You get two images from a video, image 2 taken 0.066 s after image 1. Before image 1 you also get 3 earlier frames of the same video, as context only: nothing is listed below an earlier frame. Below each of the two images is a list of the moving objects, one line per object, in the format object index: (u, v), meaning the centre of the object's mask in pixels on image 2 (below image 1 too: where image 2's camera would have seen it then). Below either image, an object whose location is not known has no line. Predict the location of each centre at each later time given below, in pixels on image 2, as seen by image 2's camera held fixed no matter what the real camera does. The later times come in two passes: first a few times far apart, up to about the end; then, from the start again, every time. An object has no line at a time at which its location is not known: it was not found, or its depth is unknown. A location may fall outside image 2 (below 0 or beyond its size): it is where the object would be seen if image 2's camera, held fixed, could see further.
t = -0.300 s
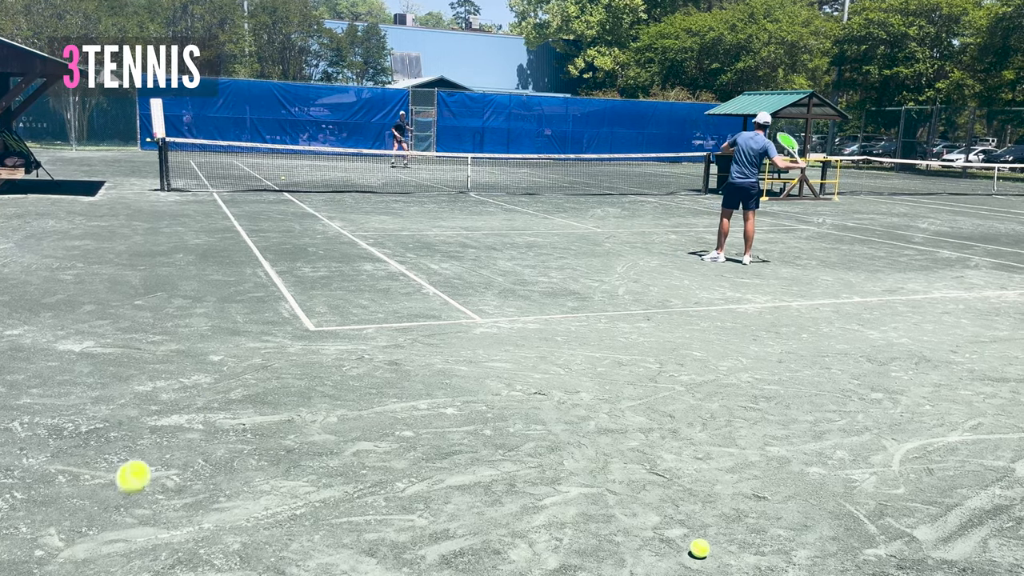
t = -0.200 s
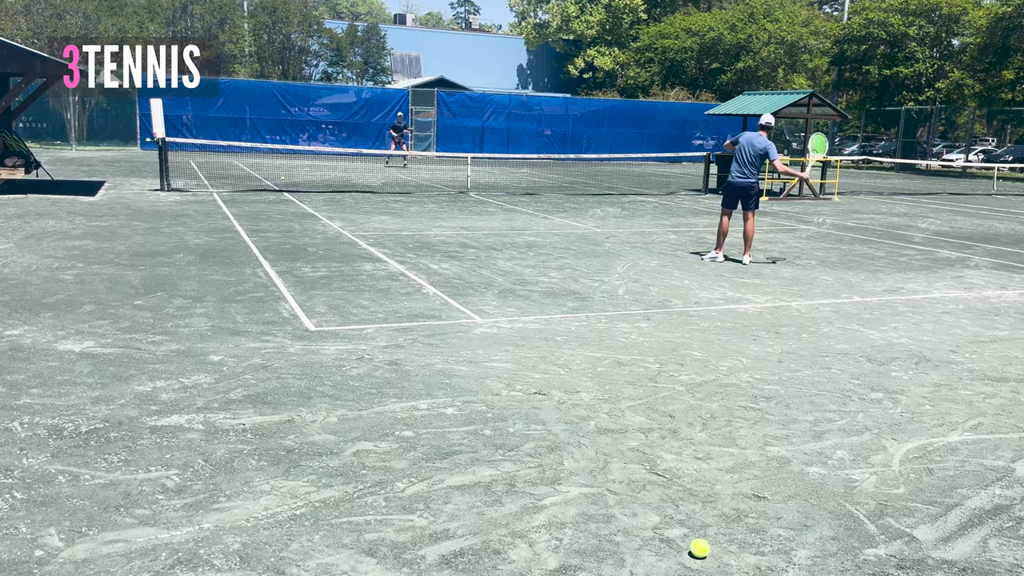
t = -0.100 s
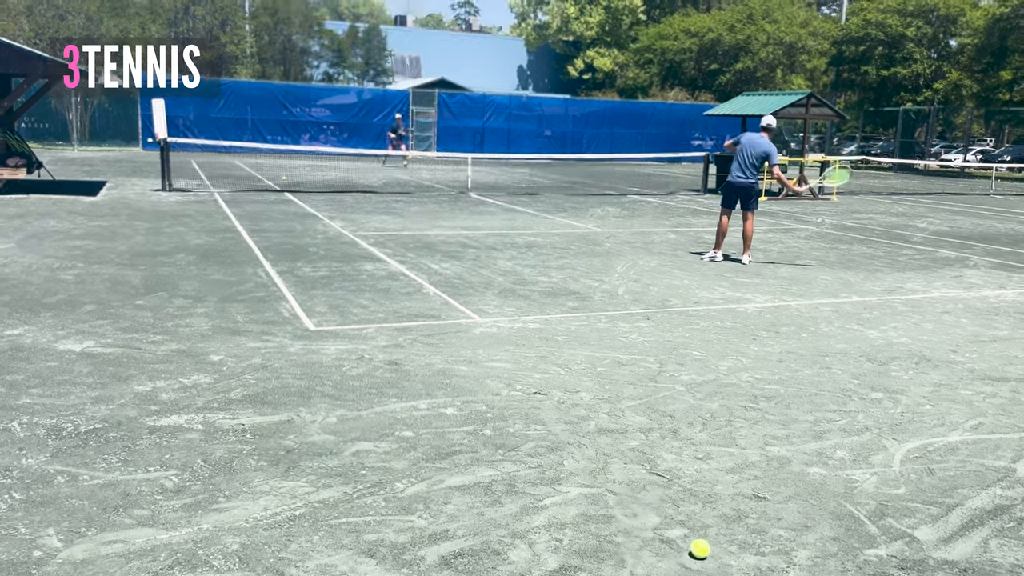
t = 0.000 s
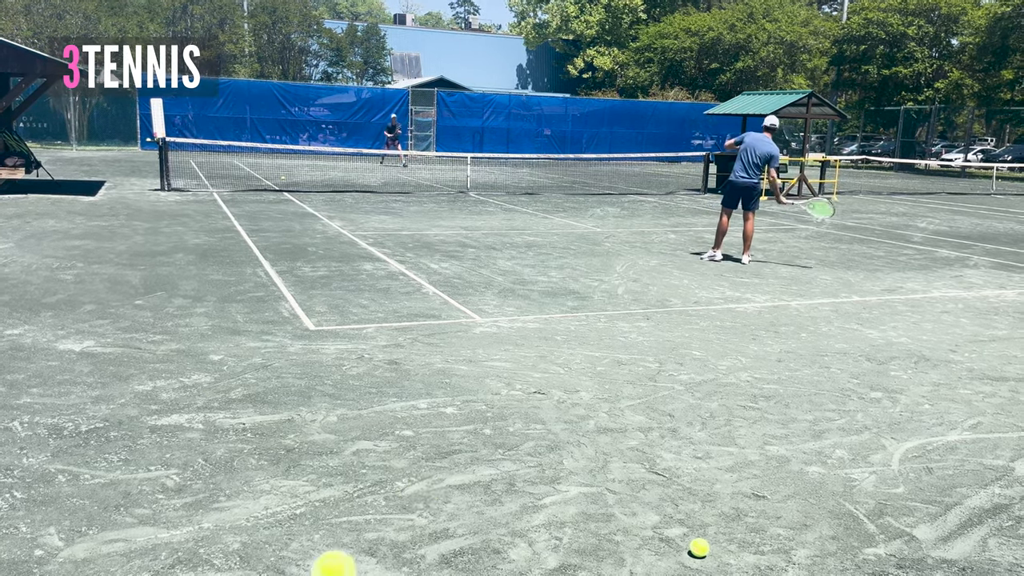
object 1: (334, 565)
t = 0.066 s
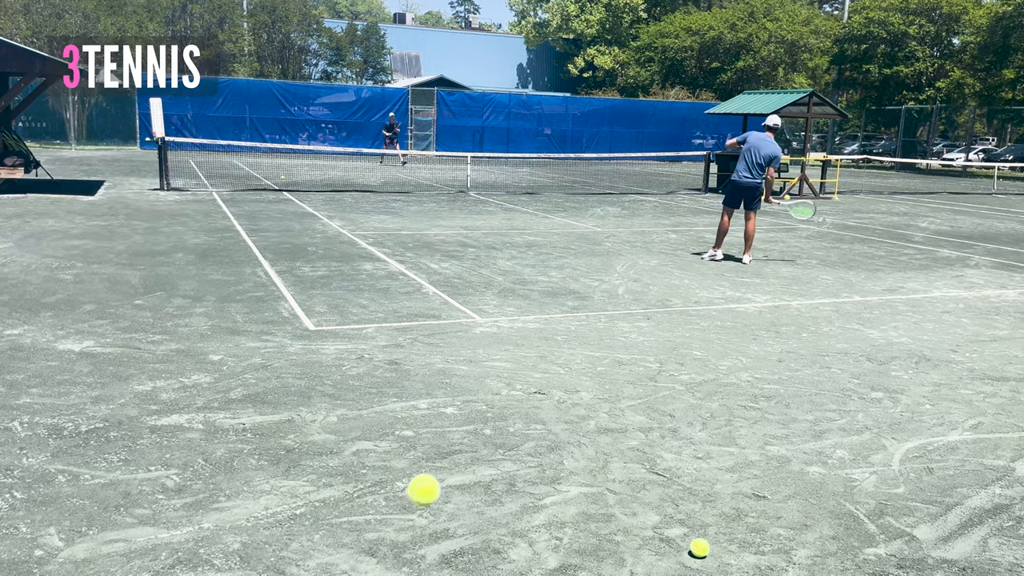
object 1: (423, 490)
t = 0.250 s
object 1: (530, 446)
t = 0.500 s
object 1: (566, 377)
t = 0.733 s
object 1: (571, 325)
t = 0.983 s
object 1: (573, 369)
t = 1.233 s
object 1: (580, 310)
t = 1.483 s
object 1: (581, 328)
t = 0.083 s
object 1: (439, 478)
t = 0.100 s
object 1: (453, 468)
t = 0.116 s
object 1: (465, 461)
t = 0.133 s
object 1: (476, 455)
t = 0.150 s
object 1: (486, 451)
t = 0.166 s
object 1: (495, 447)
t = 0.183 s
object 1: (503, 445)
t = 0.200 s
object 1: (511, 445)
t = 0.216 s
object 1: (517, 444)
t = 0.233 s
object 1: (524, 444)
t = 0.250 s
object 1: (530, 446)
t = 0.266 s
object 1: (535, 447)
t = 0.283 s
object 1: (540, 449)
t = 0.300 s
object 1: (545, 452)
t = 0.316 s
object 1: (549, 454)
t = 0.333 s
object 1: (553, 458)
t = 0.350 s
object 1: (556, 462)
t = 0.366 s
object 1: (560, 464)
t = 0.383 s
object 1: (561, 450)
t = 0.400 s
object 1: (562, 437)
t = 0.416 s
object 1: (562, 425)
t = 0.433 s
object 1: (563, 414)
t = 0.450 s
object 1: (564, 403)
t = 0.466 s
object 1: (565, 394)
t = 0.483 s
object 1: (565, 385)
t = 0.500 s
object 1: (566, 377)
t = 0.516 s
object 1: (566, 369)
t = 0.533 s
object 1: (568, 363)
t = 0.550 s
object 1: (568, 356)
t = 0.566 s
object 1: (568, 351)
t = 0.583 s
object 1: (568, 345)
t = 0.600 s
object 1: (569, 340)
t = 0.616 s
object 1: (569, 337)
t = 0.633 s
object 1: (570, 333)
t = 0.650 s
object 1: (570, 330)
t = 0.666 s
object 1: (570, 328)
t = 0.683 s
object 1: (571, 326)
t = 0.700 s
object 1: (571, 325)
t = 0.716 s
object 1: (572, 325)
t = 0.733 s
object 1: (571, 325)
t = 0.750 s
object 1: (571, 325)
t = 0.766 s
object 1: (572, 325)
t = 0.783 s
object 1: (572, 326)
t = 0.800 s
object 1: (573, 327)
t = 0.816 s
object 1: (573, 329)
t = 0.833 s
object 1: (573, 331)
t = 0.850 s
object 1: (573, 333)
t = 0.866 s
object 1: (573, 337)
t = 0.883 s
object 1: (573, 340)
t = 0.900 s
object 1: (573, 344)
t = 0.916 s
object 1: (573, 348)
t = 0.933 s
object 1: (574, 353)
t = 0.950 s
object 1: (574, 358)
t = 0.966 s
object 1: (573, 363)
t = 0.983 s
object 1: (573, 369)
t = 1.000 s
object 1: (573, 373)
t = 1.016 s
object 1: (574, 365)
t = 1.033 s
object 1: (575, 359)
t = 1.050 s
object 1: (575, 352)
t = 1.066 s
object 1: (575, 345)
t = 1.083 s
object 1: (576, 339)
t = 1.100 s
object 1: (577, 335)
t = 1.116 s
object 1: (578, 330)
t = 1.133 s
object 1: (578, 326)
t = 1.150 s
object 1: (578, 322)
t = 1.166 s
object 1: (578, 319)
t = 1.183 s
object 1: (579, 316)
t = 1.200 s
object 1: (579, 313)
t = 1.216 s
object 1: (579, 311)
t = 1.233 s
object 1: (580, 310)
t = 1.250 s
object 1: (580, 308)
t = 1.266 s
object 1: (580, 308)
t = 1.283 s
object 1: (581, 307)
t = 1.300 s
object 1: (581, 307)
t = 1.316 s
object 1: (581, 307)
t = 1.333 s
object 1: (581, 308)
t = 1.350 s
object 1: (581, 308)
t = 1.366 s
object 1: (581, 310)
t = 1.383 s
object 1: (581, 311)
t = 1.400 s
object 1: (582, 313)
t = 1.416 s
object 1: (582, 316)
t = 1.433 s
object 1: (582, 318)
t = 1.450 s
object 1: (582, 321)
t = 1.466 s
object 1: (582, 324)
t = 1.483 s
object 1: (581, 328)
